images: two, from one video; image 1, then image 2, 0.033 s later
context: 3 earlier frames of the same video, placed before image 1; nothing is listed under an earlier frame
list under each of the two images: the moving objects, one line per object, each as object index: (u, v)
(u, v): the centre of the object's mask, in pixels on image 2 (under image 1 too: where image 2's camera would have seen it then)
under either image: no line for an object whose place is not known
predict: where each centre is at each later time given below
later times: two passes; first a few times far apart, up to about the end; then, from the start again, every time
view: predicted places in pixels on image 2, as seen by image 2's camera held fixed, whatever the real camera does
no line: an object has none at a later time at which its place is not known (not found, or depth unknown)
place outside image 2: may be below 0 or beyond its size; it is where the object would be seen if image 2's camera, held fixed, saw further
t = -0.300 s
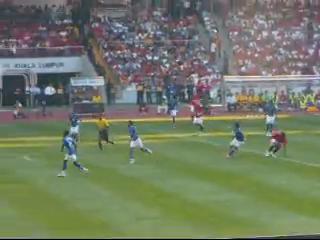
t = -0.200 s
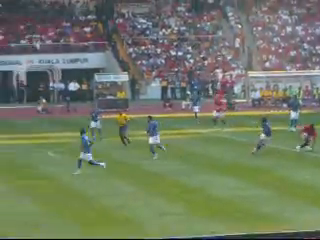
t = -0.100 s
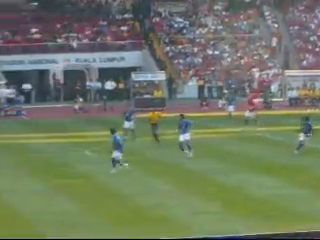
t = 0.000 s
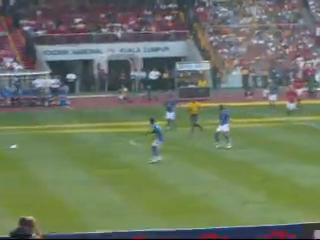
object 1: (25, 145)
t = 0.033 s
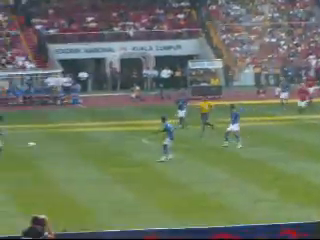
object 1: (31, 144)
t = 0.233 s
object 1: (64, 143)
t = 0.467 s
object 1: (101, 151)
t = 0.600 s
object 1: (114, 143)
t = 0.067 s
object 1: (36, 143)
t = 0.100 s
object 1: (42, 142)
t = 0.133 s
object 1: (48, 142)
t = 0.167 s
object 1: (53, 142)
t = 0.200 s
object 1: (59, 142)
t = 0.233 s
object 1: (64, 143)
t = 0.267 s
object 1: (70, 144)
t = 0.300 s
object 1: (76, 145)
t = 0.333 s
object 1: (81, 146)
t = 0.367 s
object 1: (87, 147)
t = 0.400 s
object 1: (92, 150)
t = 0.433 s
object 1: (97, 152)
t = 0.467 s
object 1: (101, 151)
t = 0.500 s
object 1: (105, 148)
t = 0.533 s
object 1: (108, 145)
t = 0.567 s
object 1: (111, 144)
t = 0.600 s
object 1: (114, 143)
